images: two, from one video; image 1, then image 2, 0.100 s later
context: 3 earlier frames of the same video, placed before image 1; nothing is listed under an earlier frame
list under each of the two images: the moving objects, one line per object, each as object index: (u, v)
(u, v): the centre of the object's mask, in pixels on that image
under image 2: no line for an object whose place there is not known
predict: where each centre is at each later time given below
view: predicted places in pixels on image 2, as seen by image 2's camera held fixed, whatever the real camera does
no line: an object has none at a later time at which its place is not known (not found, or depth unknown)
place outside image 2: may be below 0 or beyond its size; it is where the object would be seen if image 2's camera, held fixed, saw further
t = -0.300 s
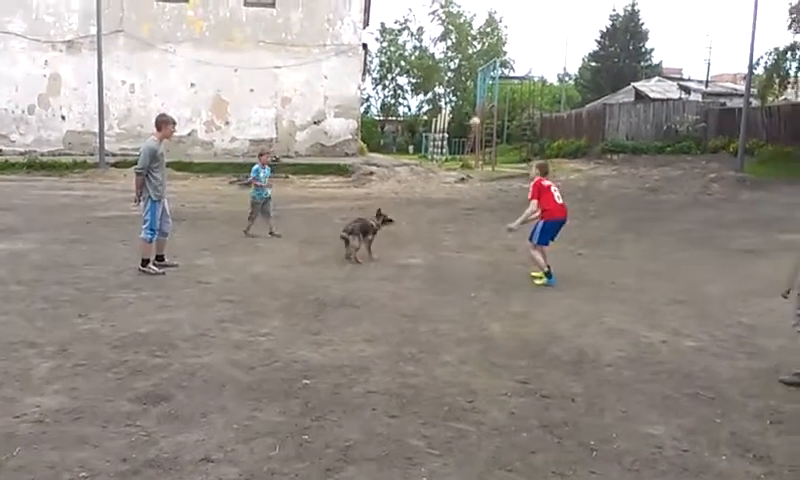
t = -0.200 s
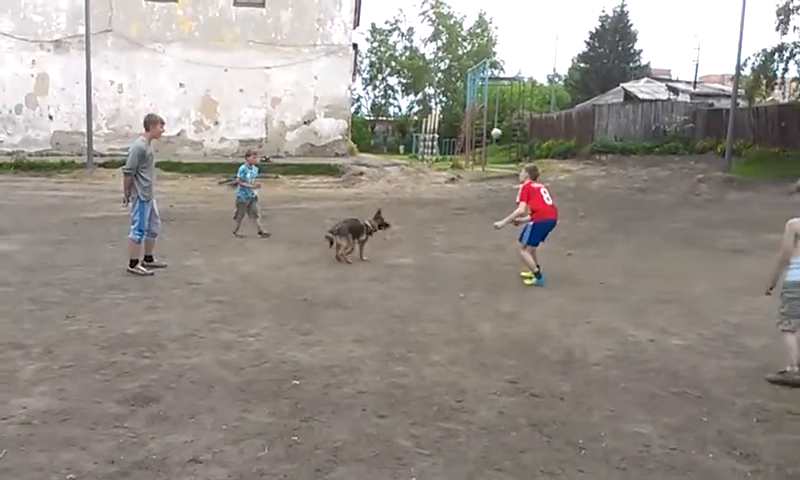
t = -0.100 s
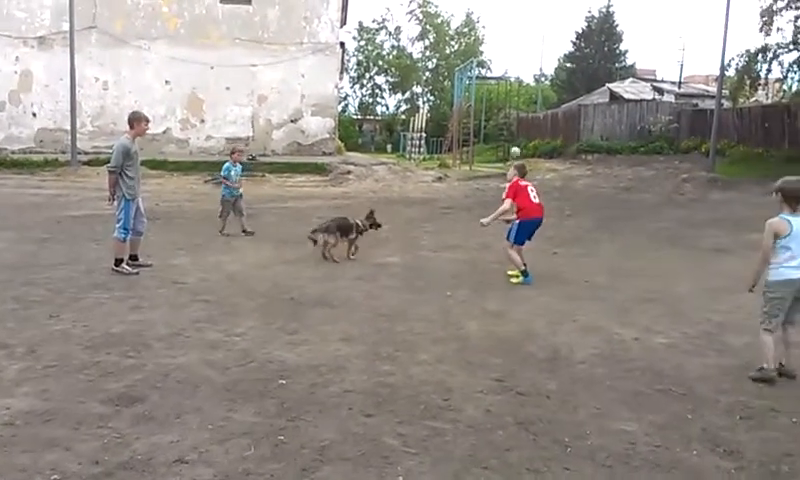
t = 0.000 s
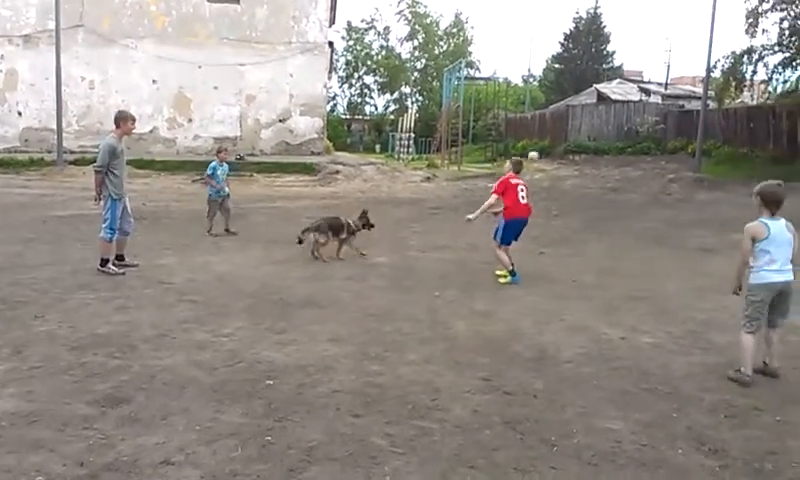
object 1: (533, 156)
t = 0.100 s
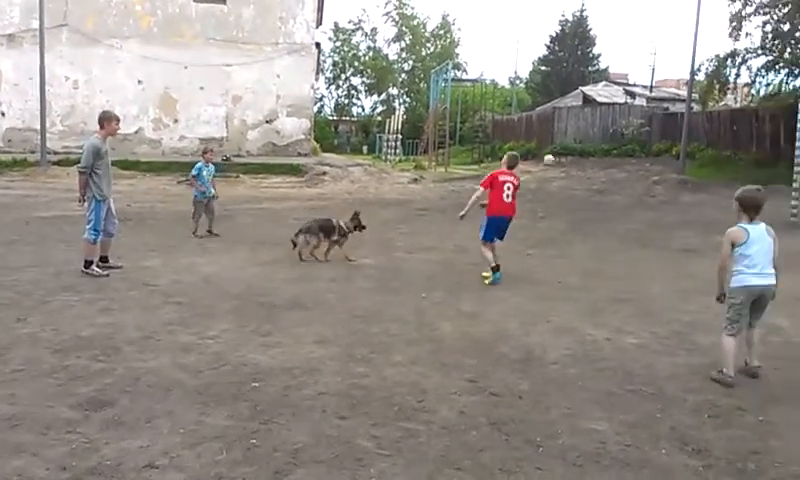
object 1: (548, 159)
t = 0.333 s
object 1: (618, 198)
